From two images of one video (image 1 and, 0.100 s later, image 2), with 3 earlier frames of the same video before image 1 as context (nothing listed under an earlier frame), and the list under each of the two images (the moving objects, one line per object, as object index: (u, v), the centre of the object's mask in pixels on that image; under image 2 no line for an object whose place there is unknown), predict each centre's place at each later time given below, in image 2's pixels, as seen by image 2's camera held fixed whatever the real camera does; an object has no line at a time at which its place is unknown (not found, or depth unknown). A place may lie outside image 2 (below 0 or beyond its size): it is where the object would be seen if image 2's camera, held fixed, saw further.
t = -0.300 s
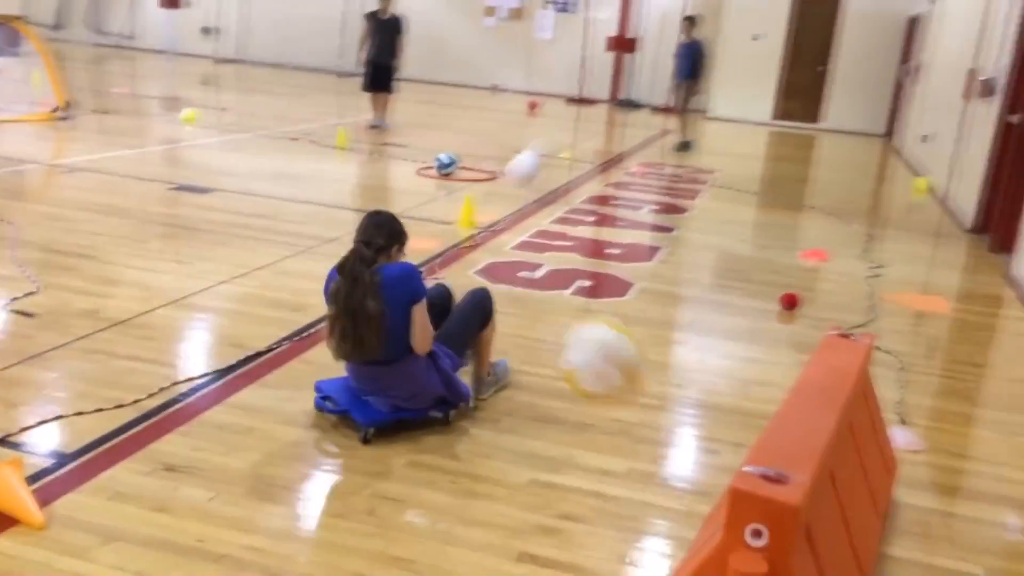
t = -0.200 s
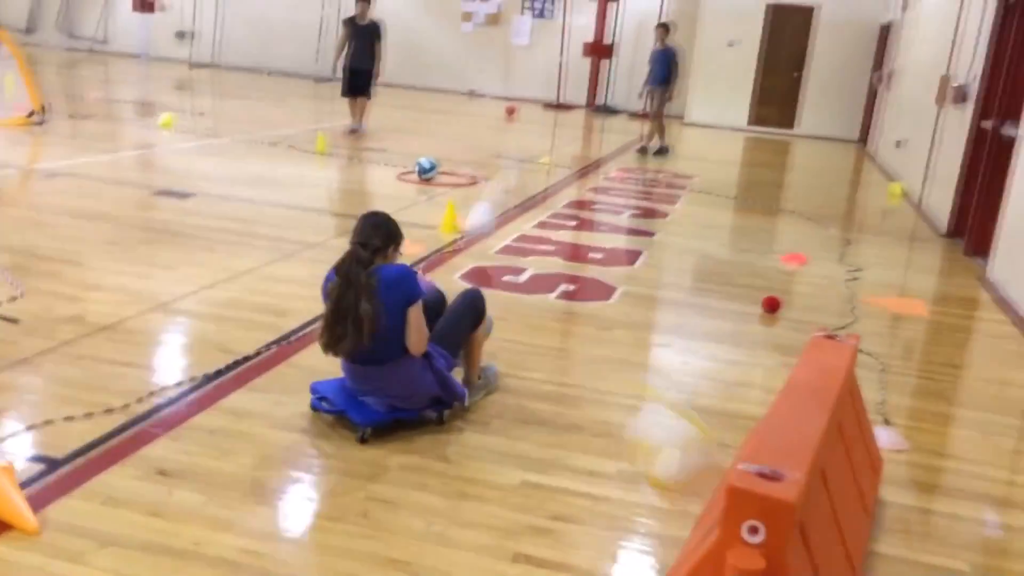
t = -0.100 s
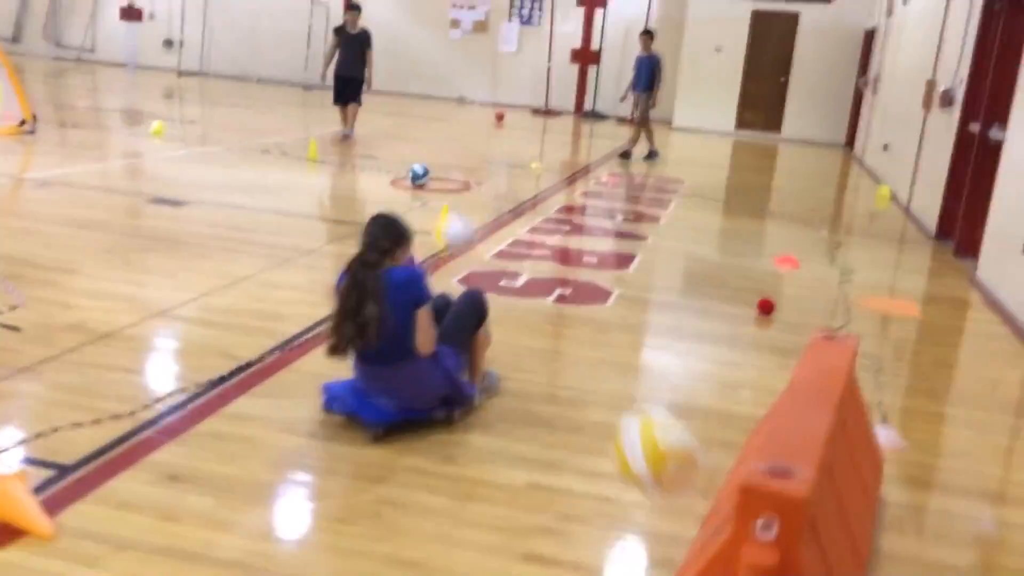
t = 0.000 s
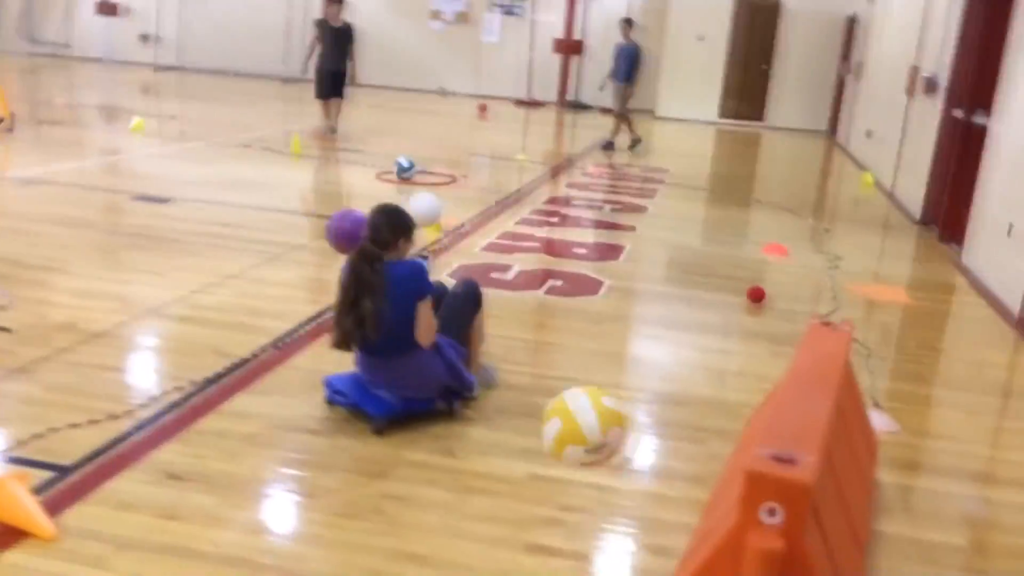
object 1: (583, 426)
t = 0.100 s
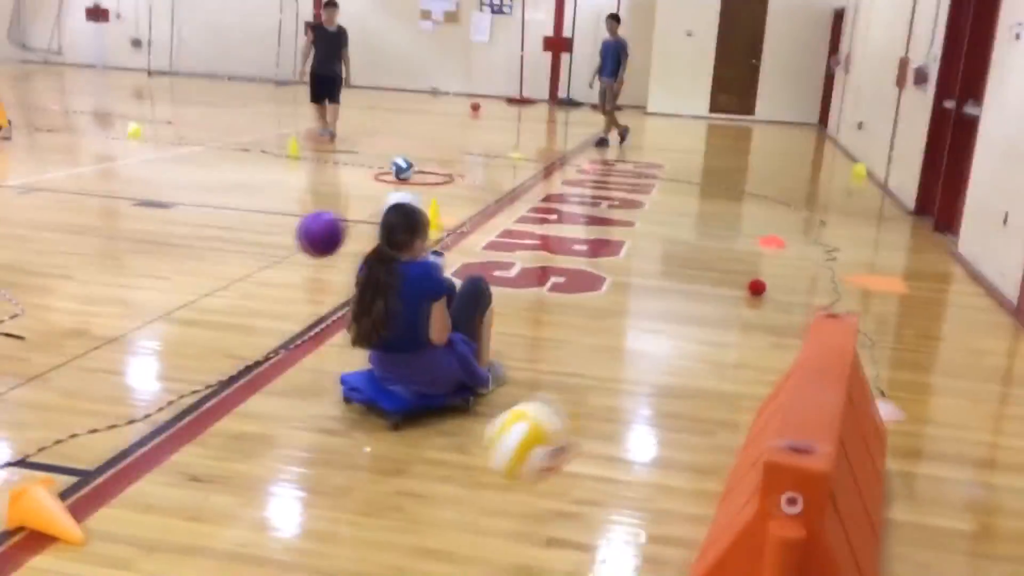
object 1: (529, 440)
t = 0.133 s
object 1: (505, 454)
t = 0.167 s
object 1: (481, 472)
